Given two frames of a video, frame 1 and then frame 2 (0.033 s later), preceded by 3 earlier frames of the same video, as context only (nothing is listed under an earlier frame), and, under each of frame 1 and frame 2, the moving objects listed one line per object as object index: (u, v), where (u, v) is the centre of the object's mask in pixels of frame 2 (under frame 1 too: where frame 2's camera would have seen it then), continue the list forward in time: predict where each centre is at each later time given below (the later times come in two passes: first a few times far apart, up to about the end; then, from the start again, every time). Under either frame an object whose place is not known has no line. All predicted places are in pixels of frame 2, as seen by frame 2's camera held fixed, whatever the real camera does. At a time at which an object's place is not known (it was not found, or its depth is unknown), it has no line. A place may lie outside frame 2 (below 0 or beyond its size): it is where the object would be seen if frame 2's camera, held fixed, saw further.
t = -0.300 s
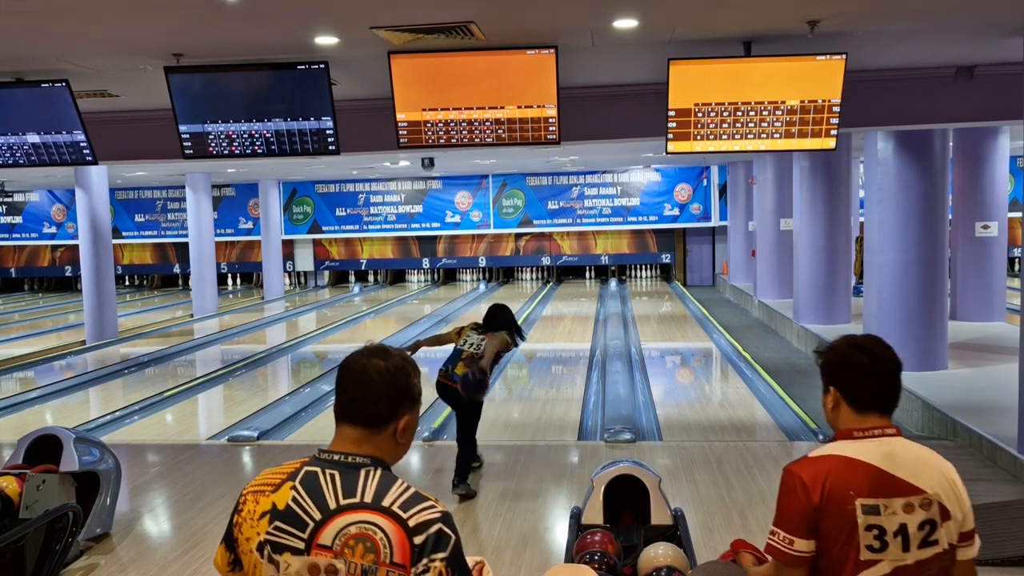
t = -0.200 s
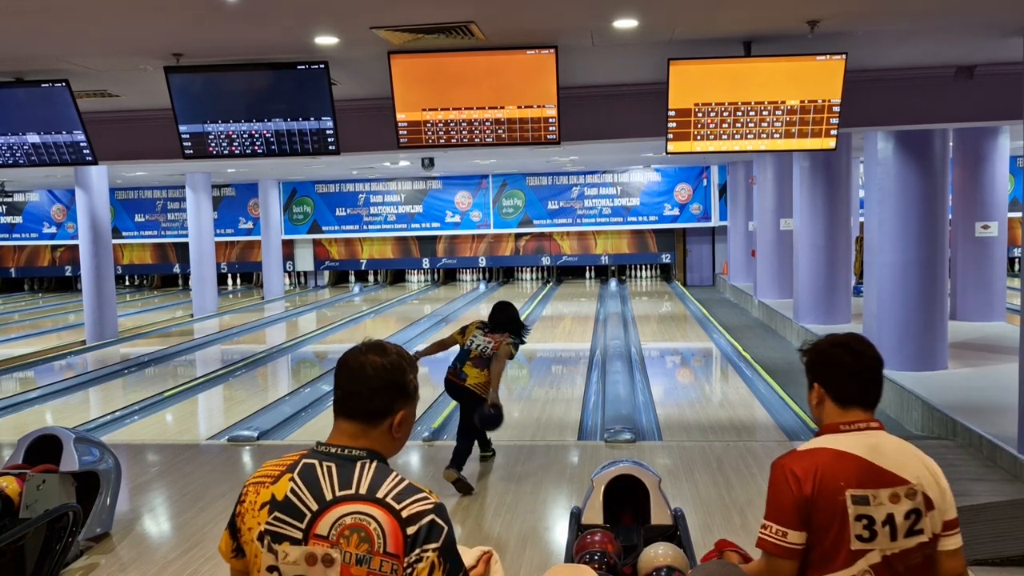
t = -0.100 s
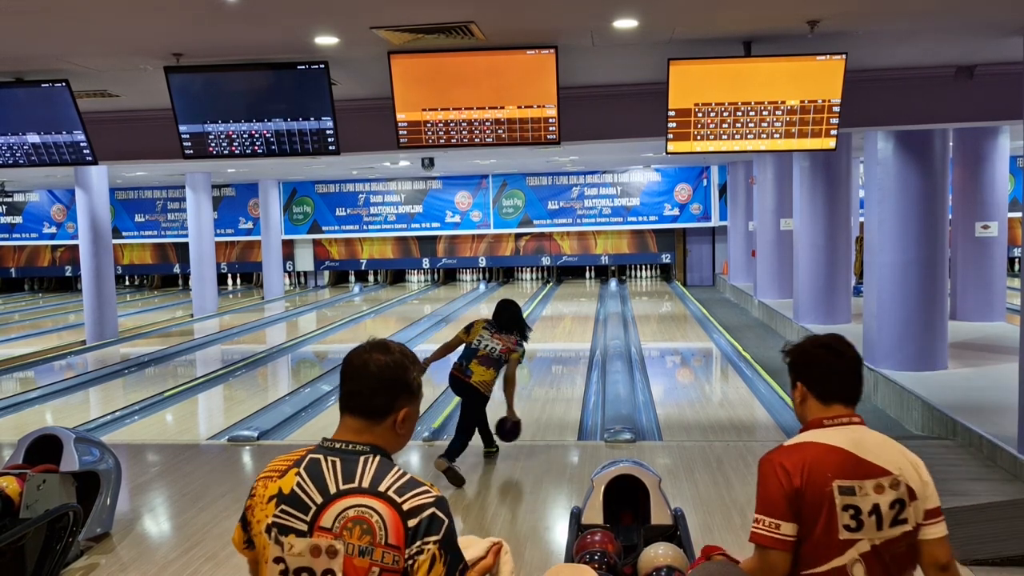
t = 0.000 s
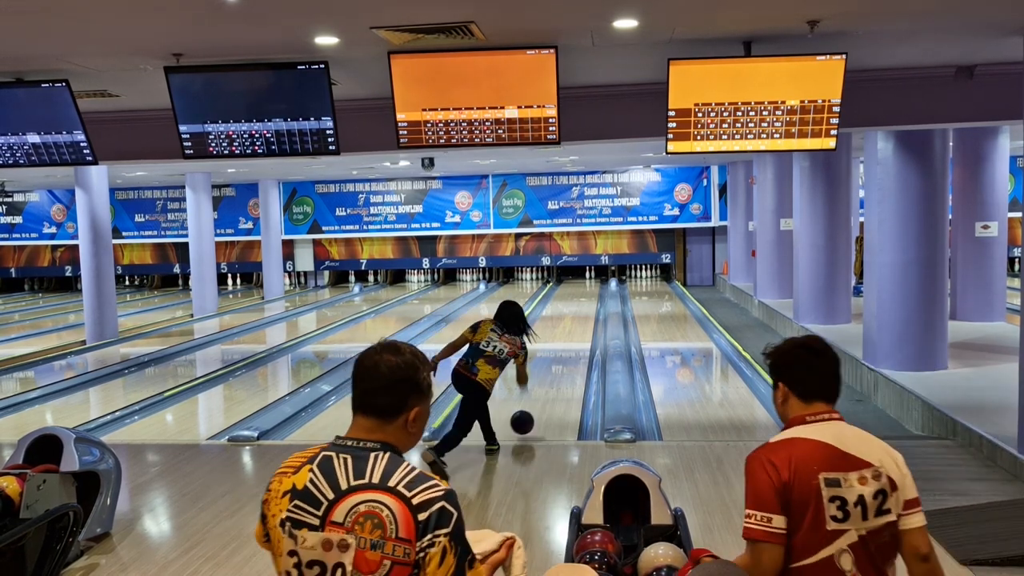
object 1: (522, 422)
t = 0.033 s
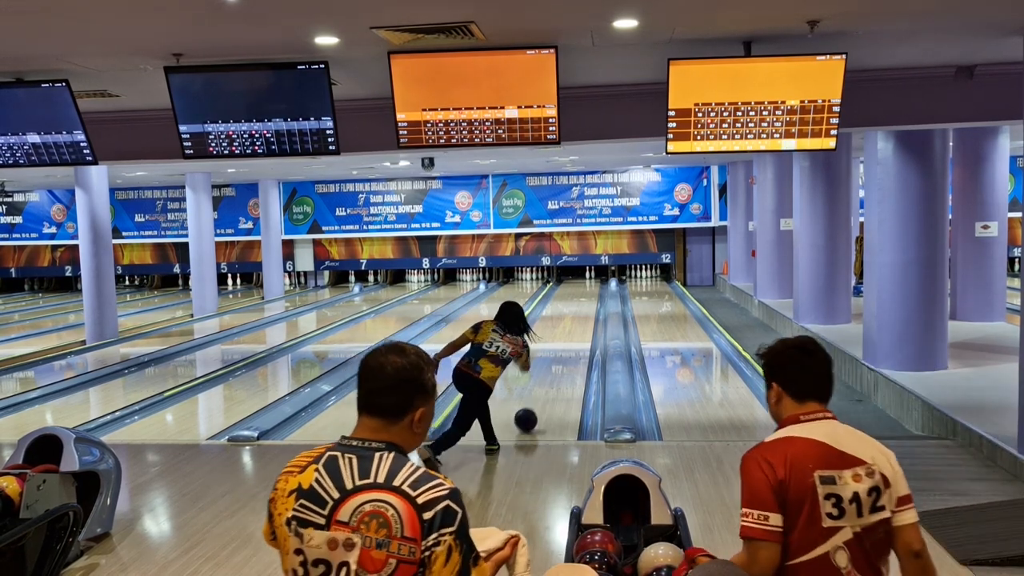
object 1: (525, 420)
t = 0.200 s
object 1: (540, 393)
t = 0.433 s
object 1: (555, 365)
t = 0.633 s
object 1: (564, 347)
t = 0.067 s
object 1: (529, 413)
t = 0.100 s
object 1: (532, 408)
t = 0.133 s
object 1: (535, 403)
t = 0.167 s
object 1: (538, 398)
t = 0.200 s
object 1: (540, 393)
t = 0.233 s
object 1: (543, 388)
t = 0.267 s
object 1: (545, 384)
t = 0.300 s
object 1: (547, 380)
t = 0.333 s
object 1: (549, 376)
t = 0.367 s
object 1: (551, 372)
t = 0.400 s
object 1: (553, 369)
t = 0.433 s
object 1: (555, 365)
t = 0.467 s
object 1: (557, 362)
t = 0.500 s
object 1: (559, 359)
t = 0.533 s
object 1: (560, 356)
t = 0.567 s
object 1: (562, 353)
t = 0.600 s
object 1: (563, 350)
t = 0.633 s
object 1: (564, 347)
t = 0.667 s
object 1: (566, 345)
